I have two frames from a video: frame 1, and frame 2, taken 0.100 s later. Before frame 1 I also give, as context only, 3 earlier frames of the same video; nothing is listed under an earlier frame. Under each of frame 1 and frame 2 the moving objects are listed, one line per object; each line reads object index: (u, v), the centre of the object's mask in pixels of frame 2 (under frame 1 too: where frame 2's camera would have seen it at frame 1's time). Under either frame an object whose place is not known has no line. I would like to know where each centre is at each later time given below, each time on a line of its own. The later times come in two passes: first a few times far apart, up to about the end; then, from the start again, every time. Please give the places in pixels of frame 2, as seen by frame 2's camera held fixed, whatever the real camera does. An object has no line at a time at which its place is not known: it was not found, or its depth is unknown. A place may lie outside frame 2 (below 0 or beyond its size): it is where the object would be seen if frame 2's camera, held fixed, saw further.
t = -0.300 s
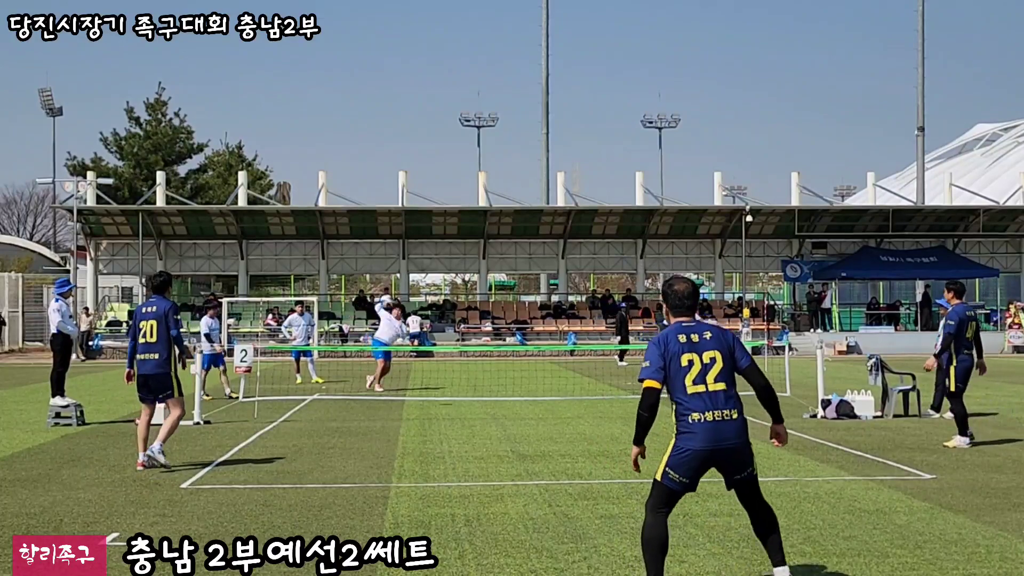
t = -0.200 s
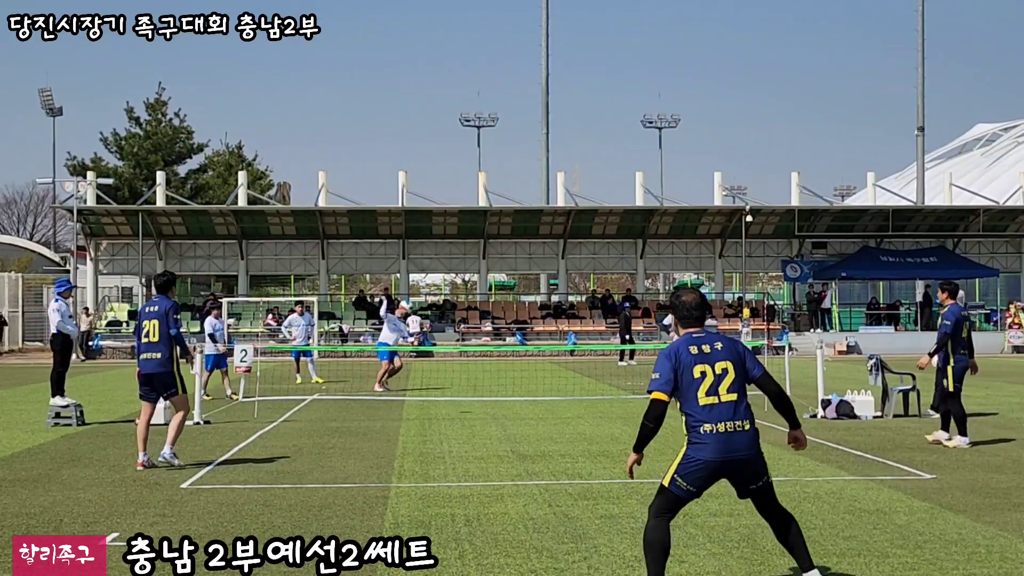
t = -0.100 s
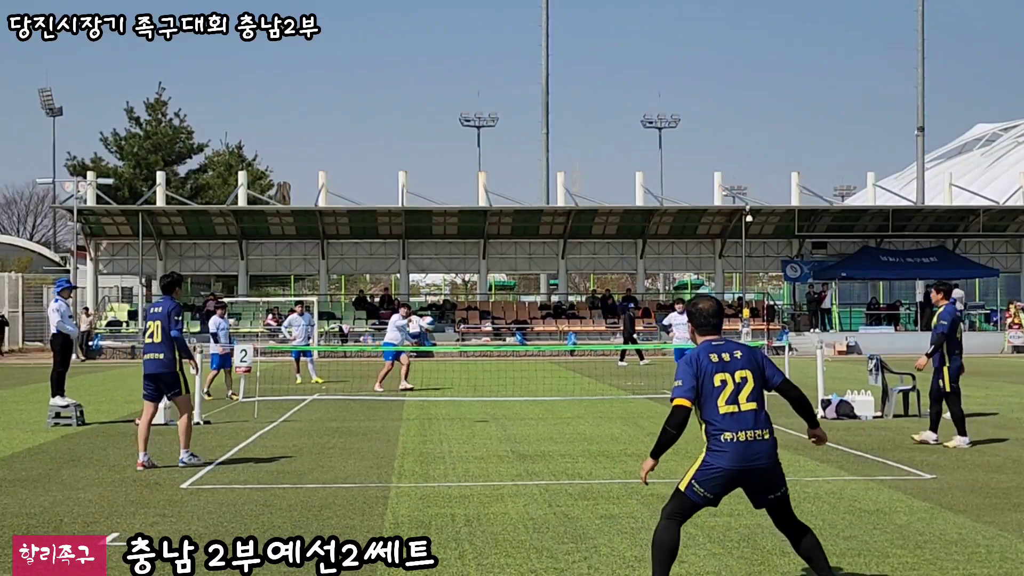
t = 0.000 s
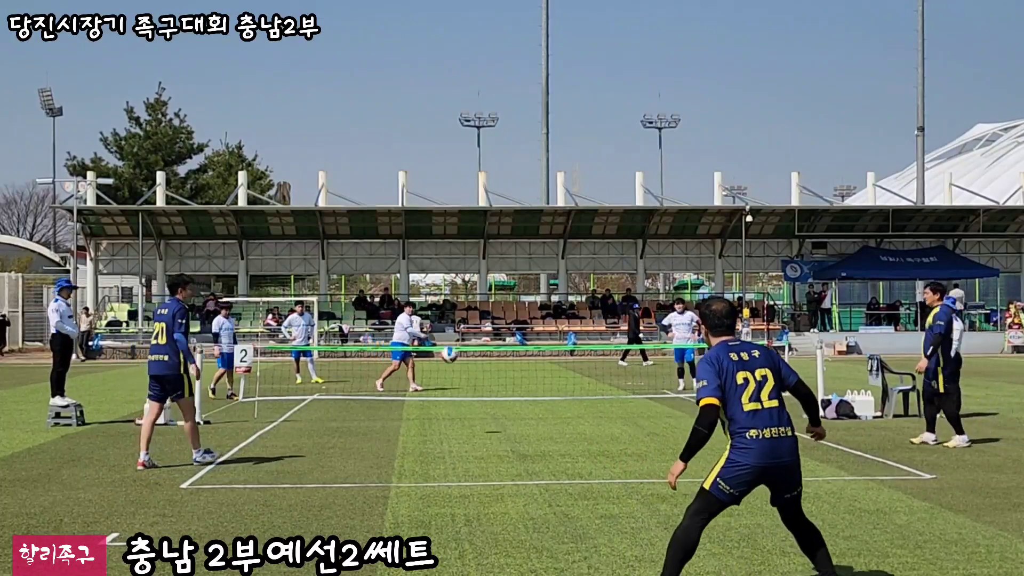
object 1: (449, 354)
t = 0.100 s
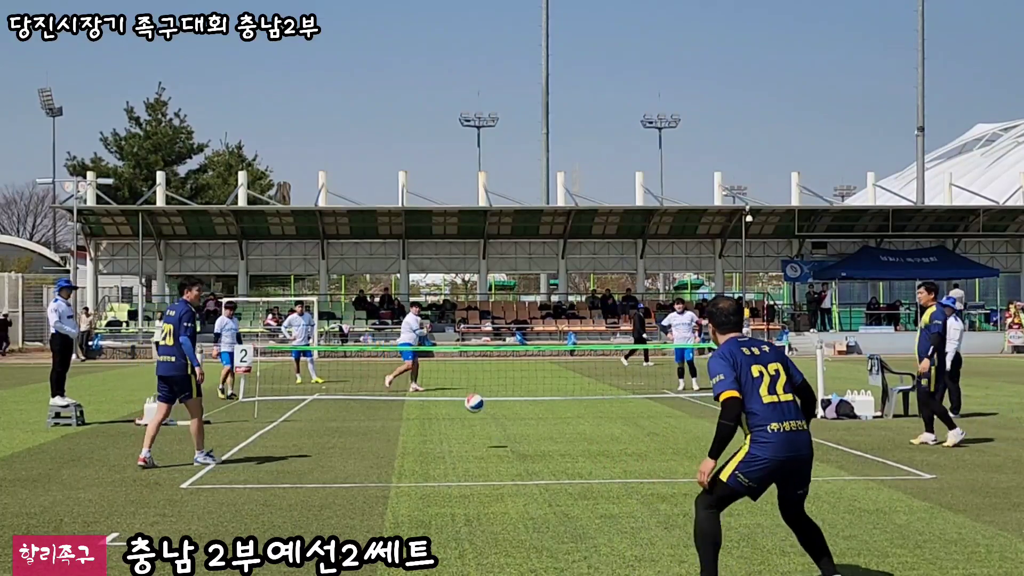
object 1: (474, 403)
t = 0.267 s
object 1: (512, 415)
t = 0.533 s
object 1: (575, 359)
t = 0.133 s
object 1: (483, 425)
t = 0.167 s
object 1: (492, 449)
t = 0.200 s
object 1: (499, 440)
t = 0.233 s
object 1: (506, 427)
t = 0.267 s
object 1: (512, 415)
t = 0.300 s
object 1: (518, 405)
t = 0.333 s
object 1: (526, 394)
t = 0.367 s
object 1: (533, 385)
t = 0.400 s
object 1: (541, 378)
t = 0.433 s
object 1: (549, 371)
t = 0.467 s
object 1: (558, 365)
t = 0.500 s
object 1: (567, 361)
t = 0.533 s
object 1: (575, 359)
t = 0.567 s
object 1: (585, 359)
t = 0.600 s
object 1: (596, 360)
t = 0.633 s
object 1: (607, 363)
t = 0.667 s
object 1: (618, 366)
